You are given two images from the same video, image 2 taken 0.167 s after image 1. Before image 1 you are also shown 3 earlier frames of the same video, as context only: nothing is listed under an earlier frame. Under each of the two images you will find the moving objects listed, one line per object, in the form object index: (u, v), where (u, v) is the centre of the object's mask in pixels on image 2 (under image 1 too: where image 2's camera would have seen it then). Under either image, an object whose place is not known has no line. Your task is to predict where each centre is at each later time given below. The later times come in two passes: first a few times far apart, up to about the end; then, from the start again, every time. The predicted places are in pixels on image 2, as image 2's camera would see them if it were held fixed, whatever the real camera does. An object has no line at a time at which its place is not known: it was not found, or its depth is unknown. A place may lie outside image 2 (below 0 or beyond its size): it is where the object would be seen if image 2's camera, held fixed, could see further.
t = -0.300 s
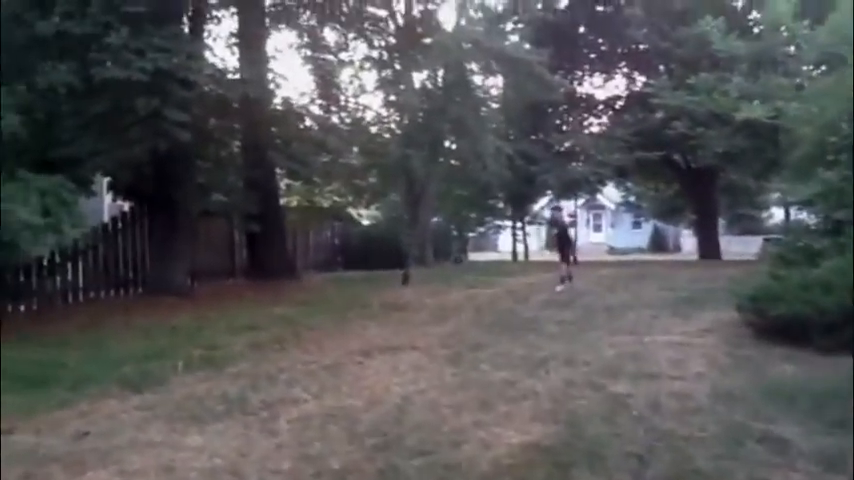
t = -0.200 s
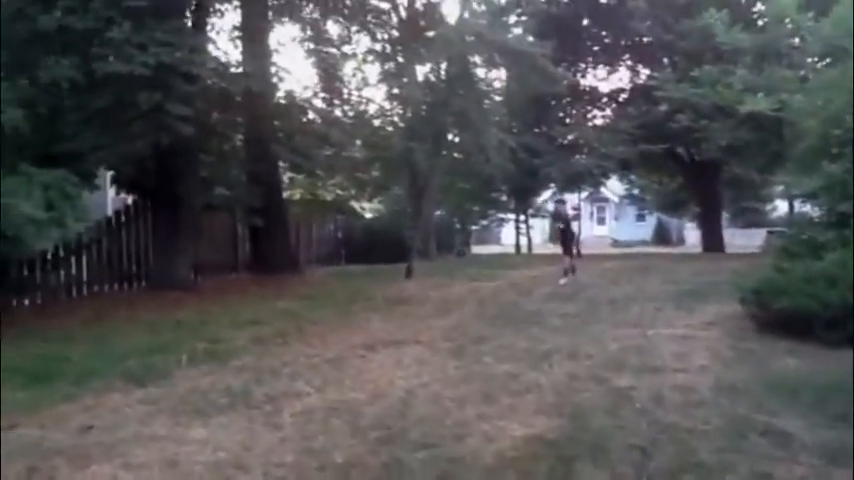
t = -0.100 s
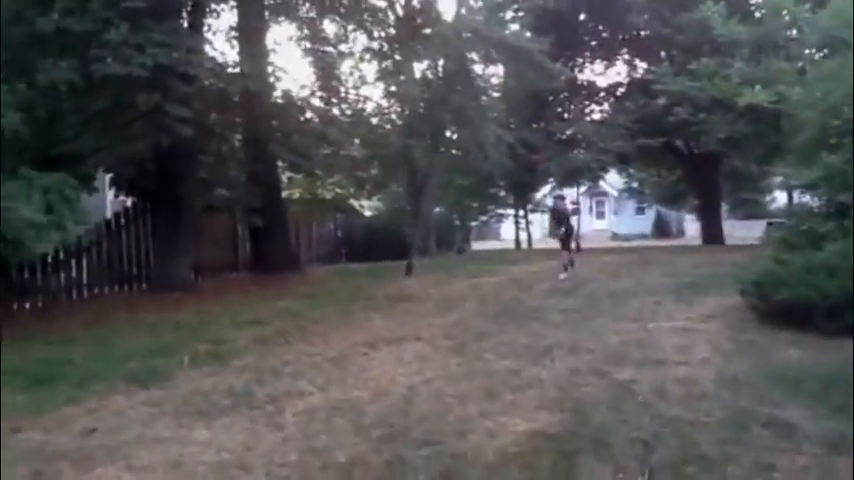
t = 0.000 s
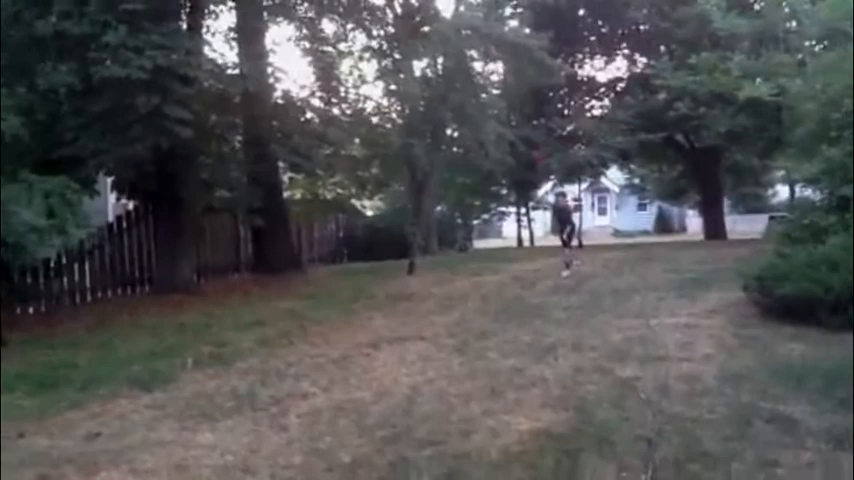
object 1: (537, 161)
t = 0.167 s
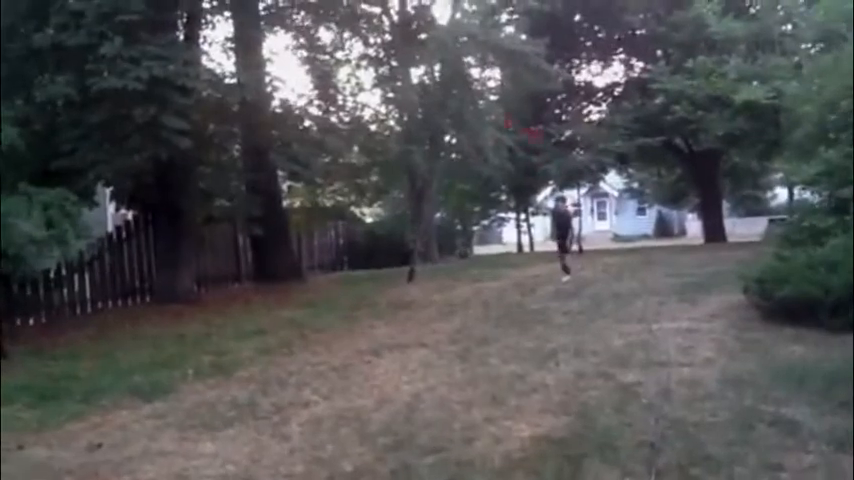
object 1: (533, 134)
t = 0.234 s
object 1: (533, 132)
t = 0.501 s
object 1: (498, 126)
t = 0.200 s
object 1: (534, 132)
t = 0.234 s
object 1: (533, 132)
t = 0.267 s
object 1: (530, 127)
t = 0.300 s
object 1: (529, 125)
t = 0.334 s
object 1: (530, 125)
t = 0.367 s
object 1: (520, 122)
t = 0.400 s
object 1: (515, 121)
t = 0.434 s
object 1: (512, 122)
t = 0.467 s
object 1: (502, 124)
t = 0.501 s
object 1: (498, 126)
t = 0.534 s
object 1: (486, 131)
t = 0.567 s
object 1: (478, 136)
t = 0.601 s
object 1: (466, 143)
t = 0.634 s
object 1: (455, 150)
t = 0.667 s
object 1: (437, 162)
